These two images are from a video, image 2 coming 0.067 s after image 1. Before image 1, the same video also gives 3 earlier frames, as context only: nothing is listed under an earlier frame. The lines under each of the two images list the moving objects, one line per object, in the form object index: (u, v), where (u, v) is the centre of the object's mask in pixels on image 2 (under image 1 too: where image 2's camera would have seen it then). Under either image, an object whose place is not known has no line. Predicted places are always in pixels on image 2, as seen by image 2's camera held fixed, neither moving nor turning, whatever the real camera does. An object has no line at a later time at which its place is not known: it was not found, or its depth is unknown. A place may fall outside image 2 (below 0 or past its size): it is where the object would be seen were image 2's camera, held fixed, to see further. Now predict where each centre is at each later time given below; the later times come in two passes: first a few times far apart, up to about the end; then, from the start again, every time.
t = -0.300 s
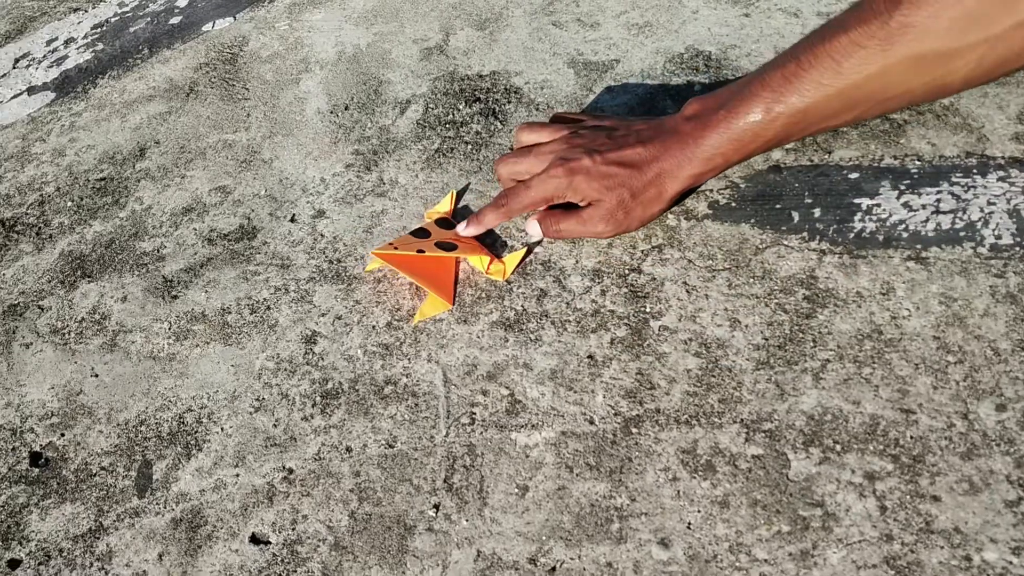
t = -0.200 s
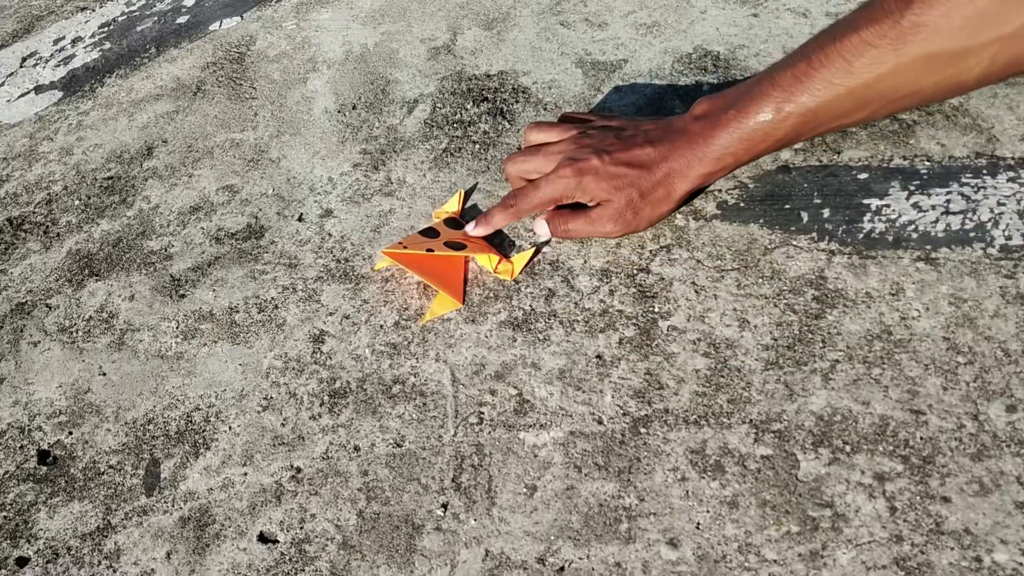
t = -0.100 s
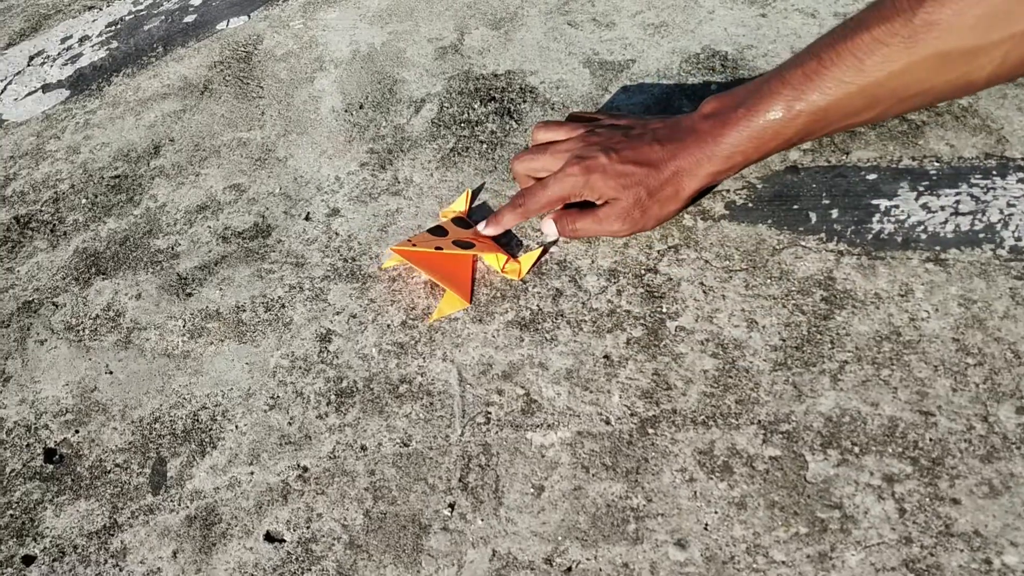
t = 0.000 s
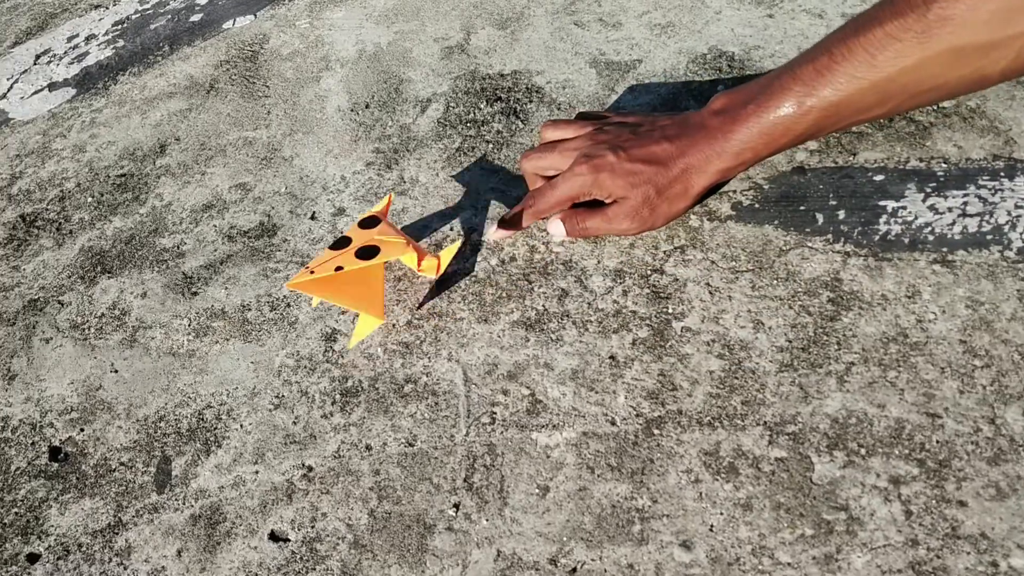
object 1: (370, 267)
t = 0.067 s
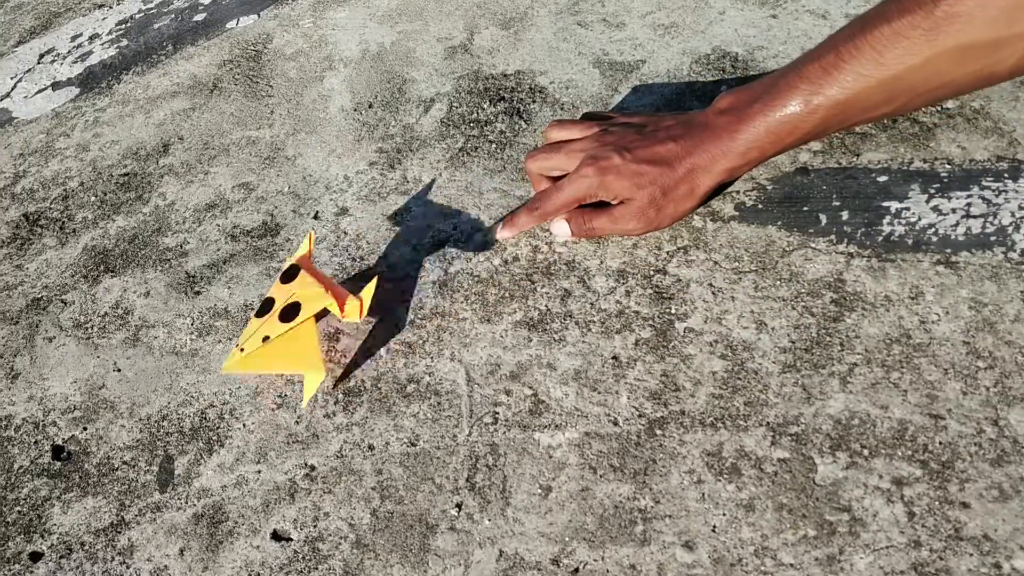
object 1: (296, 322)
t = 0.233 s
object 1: (278, 336)
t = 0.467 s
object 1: (299, 339)
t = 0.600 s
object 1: (299, 340)
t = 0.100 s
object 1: (276, 344)
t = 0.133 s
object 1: (271, 337)
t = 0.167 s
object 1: (272, 339)
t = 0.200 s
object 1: (273, 337)
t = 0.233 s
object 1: (278, 336)
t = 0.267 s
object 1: (287, 334)
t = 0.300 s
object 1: (298, 335)
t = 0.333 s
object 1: (298, 335)
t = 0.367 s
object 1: (298, 338)
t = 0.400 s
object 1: (300, 340)
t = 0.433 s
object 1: (299, 340)
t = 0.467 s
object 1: (299, 339)
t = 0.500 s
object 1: (300, 339)
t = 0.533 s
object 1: (300, 340)
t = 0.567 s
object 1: (299, 339)
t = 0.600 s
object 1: (299, 340)
